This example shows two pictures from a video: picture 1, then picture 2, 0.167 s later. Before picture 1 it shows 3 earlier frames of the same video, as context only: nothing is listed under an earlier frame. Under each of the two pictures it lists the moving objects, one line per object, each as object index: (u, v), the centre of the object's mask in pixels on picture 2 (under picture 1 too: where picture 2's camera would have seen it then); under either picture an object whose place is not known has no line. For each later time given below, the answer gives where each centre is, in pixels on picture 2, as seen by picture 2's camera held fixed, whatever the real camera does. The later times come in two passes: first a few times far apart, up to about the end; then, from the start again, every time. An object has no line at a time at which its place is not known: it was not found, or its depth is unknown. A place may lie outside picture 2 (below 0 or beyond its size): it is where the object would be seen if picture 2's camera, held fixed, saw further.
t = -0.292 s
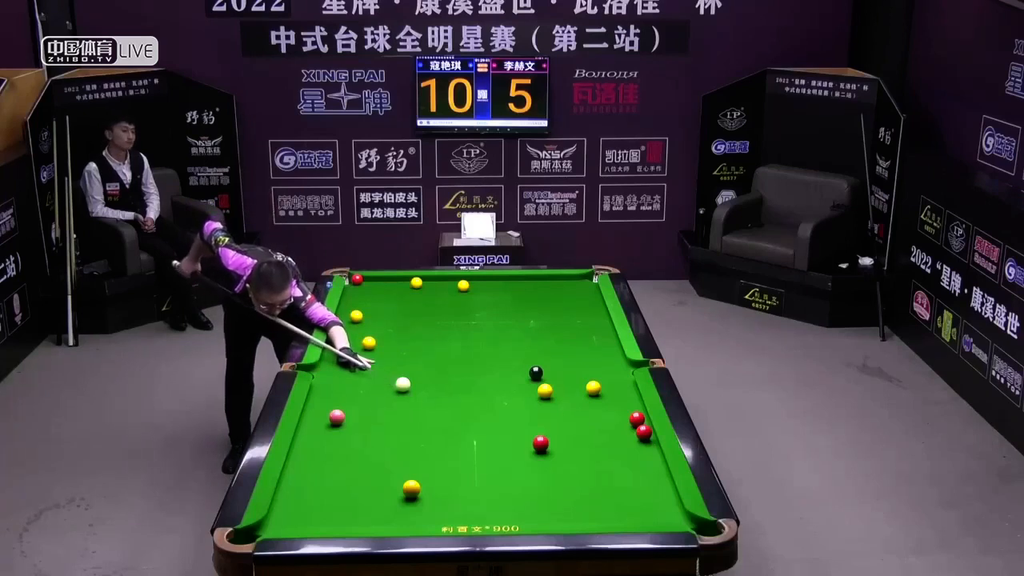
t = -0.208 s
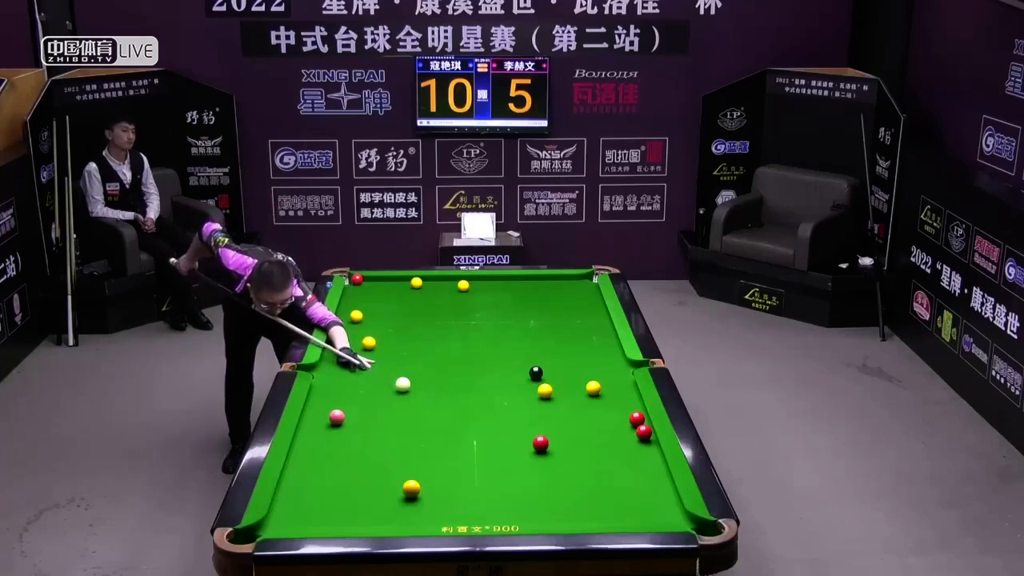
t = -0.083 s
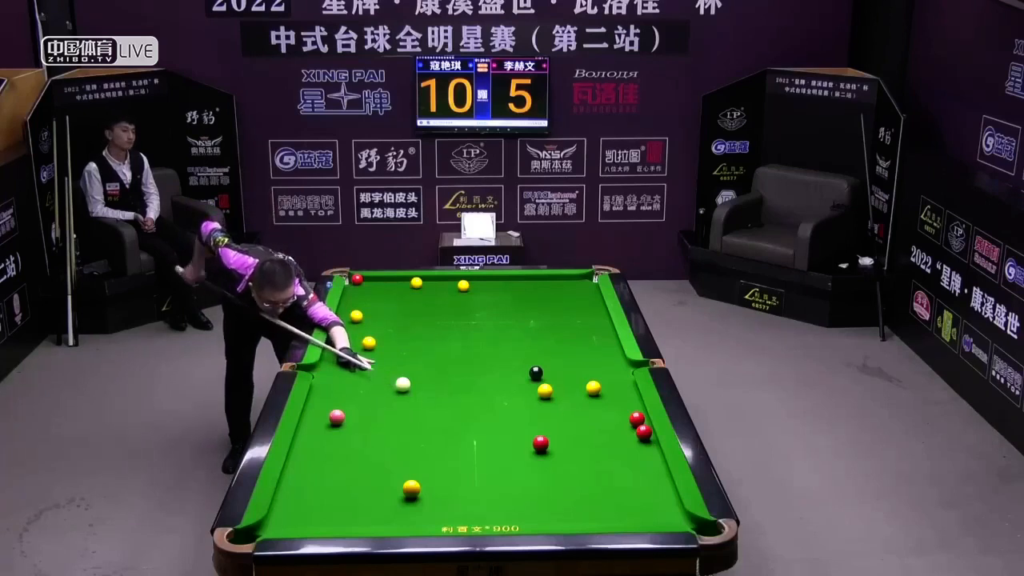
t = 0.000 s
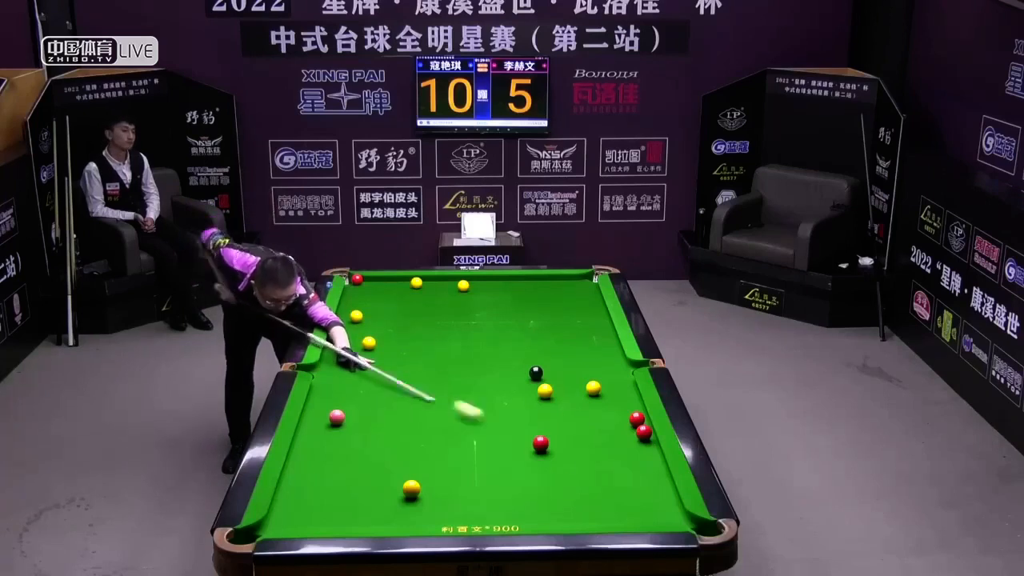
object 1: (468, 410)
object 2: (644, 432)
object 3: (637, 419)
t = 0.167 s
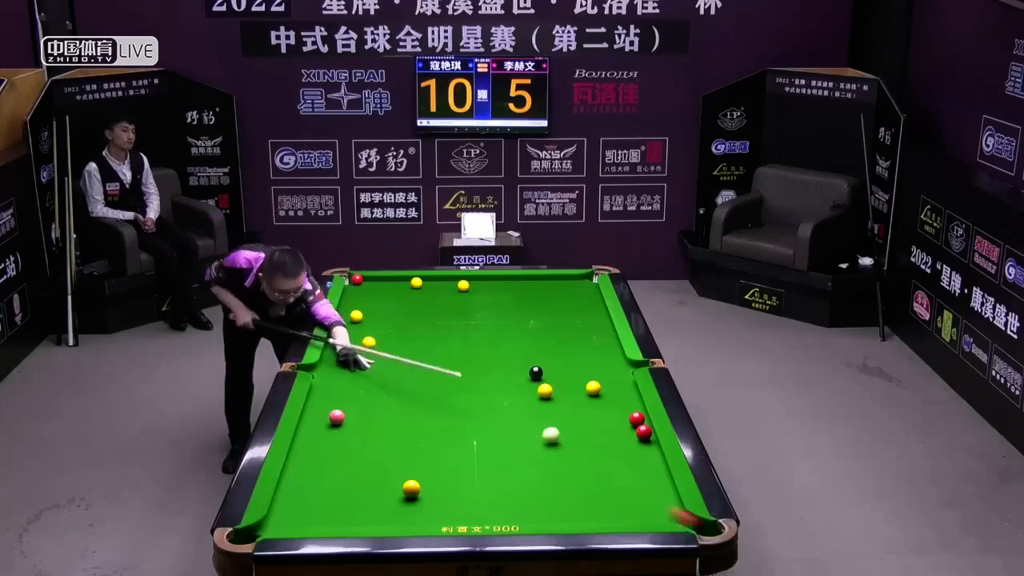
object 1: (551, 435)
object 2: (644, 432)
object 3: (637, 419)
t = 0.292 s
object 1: (575, 433)
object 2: (644, 432)
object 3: (637, 419)
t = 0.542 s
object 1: (615, 429)
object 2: (644, 432)
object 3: (637, 419)
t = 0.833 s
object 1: (639, 424)
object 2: (648, 435)
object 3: (638, 413)
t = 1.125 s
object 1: (625, 422)
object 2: (645, 439)
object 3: (638, 409)
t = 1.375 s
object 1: (610, 419)
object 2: (642, 442)
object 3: (634, 403)
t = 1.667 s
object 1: (599, 417)
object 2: (640, 443)
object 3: (631, 400)
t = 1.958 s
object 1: (588, 415)
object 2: (640, 445)
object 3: (629, 396)
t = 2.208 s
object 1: (581, 413)
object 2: (639, 445)
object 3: (626, 393)
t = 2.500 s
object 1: (574, 412)
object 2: (638, 446)
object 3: (624, 391)
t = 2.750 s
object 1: (570, 411)
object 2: (638, 446)
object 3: (623, 390)
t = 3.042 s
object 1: (566, 411)
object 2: (638, 446)
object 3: (622, 389)
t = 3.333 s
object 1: (564, 410)
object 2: (638, 446)
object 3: (622, 389)
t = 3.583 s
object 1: (563, 409)
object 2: (638, 446)
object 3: (622, 389)
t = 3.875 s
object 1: (563, 410)
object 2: (638, 446)
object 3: (622, 389)
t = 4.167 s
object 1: (563, 409)
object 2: (638, 446)
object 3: (622, 389)
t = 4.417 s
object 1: (563, 409)
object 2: (638, 446)
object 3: (622, 389)
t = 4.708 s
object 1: (563, 410)
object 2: (638, 446)
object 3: (622, 389)
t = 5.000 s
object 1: (563, 410)
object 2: (638, 446)
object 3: (622, 389)
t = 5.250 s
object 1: (563, 410)
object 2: (638, 446)
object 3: (622, 389)
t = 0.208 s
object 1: (558, 434)
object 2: (644, 432)
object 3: (637, 419)
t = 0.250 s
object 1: (568, 433)
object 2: (644, 432)
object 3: (637, 419)
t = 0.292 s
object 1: (575, 433)
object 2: (644, 432)
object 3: (637, 419)
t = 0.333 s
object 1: (585, 432)
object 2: (644, 432)
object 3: (637, 419)
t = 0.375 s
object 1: (592, 431)
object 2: (644, 432)
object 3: (637, 419)
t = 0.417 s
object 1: (599, 430)
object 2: (644, 432)
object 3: (637, 418)
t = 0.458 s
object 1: (602, 430)
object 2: (644, 432)
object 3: (637, 419)
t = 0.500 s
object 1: (609, 430)
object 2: (644, 432)
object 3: (637, 419)
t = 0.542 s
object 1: (615, 429)
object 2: (644, 432)
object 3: (637, 419)
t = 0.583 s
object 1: (625, 428)
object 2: (644, 432)
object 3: (637, 418)
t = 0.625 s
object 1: (631, 427)
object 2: (644, 432)
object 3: (638, 417)
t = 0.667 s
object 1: (633, 426)
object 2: (645, 432)
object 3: (638, 416)
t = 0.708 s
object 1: (636, 425)
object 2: (647, 434)
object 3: (637, 415)
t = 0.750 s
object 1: (643, 424)
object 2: (648, 435)
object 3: (637, 415)
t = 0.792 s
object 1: (642, 424)
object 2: (648, 435)
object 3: (638, 414)
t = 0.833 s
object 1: (639, 424)
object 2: (648, 435)
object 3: (638, 413)
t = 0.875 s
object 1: (638, 424)
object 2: (647, 435)
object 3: (638, 412)
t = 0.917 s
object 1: (636, 424)
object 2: (647, 436)
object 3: (639, 411)
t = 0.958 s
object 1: (633, 424)
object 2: (647, 437)
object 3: (639, 411)
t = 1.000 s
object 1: (630, 423)
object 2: (646, 437)
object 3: (639, 411)
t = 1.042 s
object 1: (628, 423)
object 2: (645, 438)
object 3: (639, 410)
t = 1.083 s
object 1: (627, 422)
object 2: (645, 438)
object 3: (639, 410)
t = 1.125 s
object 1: (625, 422)
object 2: (645, 439)
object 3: (638, 409)
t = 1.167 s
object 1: (622, 421)
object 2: (644, 439)
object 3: (637, 408)
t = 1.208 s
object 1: (620, 421)
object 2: (644, 440)
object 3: (637, 407)
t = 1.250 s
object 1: (617, 420)
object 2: (643, 440)
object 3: (636, 406)
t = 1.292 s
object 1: (615, 420)
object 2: (643, 441)
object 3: (635, 405)
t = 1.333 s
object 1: (613, 419)
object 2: (642, 441)
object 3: (635, 404)
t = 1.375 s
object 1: (610, 419)
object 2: (642, 442)
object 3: (634, 403)
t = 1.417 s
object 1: (608, 418)
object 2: (641, 442)
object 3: (633, 403)
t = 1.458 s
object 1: (607, 418)
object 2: (642, 442)
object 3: (633, 402)
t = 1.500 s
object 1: (606, 418)
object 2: (641, 443)
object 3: (633, 402)
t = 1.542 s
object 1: (603, 417)
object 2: (641, 443)
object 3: (632, 401)
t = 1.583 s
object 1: (602, 417)
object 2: (641, 443)
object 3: (632, 400)
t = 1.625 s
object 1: (600, 417)
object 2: (640, 443)
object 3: (631, 400)
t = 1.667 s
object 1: (599, 417)
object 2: (640, 443)
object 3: (631, 400)
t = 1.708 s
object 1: (597, 416)
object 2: (640, 444)
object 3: (631, 399)
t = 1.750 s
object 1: (595, 416)
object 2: (640, 444)
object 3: (630, 398)
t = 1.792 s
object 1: (594, 416)
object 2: (640, 444)
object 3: (630, 398)
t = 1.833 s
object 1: (593, 415)
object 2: (640, 444)
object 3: (630, 397)
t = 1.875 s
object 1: (592, 415)
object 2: (640, 445)
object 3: (629, 397)
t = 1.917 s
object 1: (590, 415)
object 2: (640, 445)
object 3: (629, 397)
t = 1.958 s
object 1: (588, 415)
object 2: (640, 445)
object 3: (629, 396)
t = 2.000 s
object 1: (587, 414)
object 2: (640, 445)
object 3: (628, 395)
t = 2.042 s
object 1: (586, 414)
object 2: (639, 445)
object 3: (628, 395)
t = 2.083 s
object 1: (585, 414)
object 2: (639, 445)
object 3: (628, 395)
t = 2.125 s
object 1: (584, 414)
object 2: (639, 445)
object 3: (627, 394)
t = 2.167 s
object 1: (583, 413)
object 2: (639, 445)
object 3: (627, 394)
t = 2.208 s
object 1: (581, 413)
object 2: (639, 445)
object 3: (626, 393)
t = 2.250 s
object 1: (580, 413)
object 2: (639, 445)
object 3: (626, 393)
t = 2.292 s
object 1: (579, 413)
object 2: (639, 445)
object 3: (626, 392)
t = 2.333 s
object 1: (577, 412)
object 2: (638, 445)
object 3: (625, 392)
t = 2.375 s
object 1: (576, 412)
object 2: (638, 445)
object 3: (625, 392)
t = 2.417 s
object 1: (575, 412)
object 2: (638, 446)
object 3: (624, 391)
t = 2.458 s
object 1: (575, 412)
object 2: (638, 446)
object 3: (624, 391)
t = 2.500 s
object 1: (574, 412)
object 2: (638, 446)
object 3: (624, 391)
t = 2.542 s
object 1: (573, 412)
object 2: (638, 446)
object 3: (624, 391)
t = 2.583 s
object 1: (572, 412)
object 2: (638, 446)
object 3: (623, 391)
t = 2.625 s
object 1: (572, 411)
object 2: (638, 446)
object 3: (623, 390)
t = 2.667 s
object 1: (571, 412)
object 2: (638, 446)
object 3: (623, 390)
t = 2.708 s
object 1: (571, 411)
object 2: (638, 446)
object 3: (623, 390)
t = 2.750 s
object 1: (570, 411)
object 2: (638, 446)
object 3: (623, 390)
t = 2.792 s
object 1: (569, 411)
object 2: (638, 446)
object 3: (622, 390)
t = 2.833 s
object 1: (568, 411)
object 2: (638, 446)
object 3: (622, 390)
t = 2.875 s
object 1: (568, 411)
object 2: (638, 446)
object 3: (622, 390)
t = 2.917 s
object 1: (568, 411)
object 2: (638, 446)
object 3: (622, 389)
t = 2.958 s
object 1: (567, 411)
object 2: (638, 446)
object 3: (622, 389)
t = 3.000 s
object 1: (567, 411)
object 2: (638, 446)
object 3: (622, 389)
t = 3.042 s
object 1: (566, 411)
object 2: (638, 446)
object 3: (622, 389)
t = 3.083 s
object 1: (566, 411)
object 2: (638, 446)
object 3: (622, 389)
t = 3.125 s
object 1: (566, 410)
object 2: (638, 446)
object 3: (622, 389)
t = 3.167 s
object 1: (565, 410)
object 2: (638, 446)
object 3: (622, 389)
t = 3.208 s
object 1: (564, 410)
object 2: (638, 446)
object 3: (622, 389)
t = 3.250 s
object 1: (564, 410)
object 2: (638, 446)
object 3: (622, 389)
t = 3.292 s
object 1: (564, 410)
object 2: (638, 446)
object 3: (622, 389)
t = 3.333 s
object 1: (564, 410)
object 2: (638, 446)
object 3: (622, 389)
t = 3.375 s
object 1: (563, 410)
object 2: (638, 446)
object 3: (622, 389)
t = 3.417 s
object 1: (563, 410)
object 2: (638, 446)
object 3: (622, 389)
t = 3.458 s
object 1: (563, 410)
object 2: (638, 446)
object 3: (622, 389)
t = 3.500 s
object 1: (563, 410)
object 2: (638, 446)
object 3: (622, 389)
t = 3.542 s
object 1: (563, 410)
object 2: (638, 446)
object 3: (622, 389)
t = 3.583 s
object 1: (563, 409)
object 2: (638, 446)
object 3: (622, 389)
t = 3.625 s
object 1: (563, 409)
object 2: (638, 446)
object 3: (622, 389)
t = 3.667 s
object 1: (563, 409)
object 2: (638, 446)
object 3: (622, 389)
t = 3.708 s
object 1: (563, 410)
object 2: (638, 446)
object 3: (622, 389)
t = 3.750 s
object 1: (563, 409)
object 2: (638, 446)
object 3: (622, 389)
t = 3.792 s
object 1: (563, 409)
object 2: (638, 446)
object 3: (622, 389)
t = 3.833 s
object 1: (563, 409)
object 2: (638, 446)
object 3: (622, 389)
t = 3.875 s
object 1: (563, 410)
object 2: (638, 446)
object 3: (622, 389)
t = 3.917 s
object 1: (563, 409)
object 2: (638, 446)
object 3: (622, 389)
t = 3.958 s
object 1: (563, 409)
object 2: (638, 446)
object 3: (622, 389)
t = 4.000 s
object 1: (563, 409)
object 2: (638, 446)
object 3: (622, 389)
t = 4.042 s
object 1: (563, 410)
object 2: (638, 446)
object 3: (622, 389)
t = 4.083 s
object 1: (563, 409)
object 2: (638, 446)
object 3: (622, 389)
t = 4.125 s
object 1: (563, 409)
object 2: (638, 446)
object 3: (622, 389)
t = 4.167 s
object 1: (563, 409)
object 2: (638, 446)
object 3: (622, 389)
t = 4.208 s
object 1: (563, 409)
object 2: (638, 446)
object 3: (622, 389)
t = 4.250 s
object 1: (563, 409)
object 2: (638, 446)
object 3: (622, 389)
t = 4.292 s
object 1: (563, 410)
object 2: (638, 446)
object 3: (622, 389)
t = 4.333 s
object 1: (563, 409)
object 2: (638, 446)
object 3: (622, 389)
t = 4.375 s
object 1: (563, 409)
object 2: (638, 446)
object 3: (622, 389)
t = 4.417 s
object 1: (563, 409)
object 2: (638, 446)
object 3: (622, 389)
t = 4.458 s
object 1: (563, 410)
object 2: (638, 446)
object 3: (622, 389)
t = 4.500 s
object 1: (563, 410)
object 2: (638, 446)
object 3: (622, 389)
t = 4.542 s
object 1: (563, 409)
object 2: (638, 446)
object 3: (622, 389)
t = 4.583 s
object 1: (563, 409)
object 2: (638, 446)
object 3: (622, 389)
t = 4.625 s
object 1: (563, 409)
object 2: (638, 446)
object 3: (622, 389)
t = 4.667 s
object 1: (563, 410)
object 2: (638, 446)
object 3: (622, 389)
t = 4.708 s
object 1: (563, 410)
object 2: (638, 446)
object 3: (622, 389)
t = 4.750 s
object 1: (563, 410)
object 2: (638, 446)
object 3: (622, 389)
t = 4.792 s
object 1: (563, 409)
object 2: (638, 446)
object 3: (622, 389)
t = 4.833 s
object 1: (563, 409)
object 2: (638, 446)
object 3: (622, 389)
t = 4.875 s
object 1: (563, 410)
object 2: (638, 446)
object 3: (622, 389)
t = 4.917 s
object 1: (563, 410)
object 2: (638, 446)
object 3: (622, 389)
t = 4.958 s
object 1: (563, 409)
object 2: (638, 446)
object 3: (622, 389)
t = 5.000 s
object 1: (563, 410)
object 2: (638, 446)
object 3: (622, 389)
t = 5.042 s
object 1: (563, 409)
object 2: (638, 446)
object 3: (622, 389)
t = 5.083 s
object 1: (563, 410)
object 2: (638, 446)
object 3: (622, 389)
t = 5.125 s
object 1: (563, 410)
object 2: (638, 446)
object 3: (622, 389)
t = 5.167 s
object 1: (563, 409)
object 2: (638, 446)
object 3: (622, 389)
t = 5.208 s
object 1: (563, 409)
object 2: (638, 446)
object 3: (622, 389)
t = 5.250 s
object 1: (563, 410)
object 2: (638, 446)
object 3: (622, 389)
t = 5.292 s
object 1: (563, 409)
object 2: (638, 446)
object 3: (622, 389)
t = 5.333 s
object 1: (563, 409)
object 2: (638, 446)
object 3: (622, 389)
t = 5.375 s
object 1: (563, 409)
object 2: (638, 446)
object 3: (622, 389)
